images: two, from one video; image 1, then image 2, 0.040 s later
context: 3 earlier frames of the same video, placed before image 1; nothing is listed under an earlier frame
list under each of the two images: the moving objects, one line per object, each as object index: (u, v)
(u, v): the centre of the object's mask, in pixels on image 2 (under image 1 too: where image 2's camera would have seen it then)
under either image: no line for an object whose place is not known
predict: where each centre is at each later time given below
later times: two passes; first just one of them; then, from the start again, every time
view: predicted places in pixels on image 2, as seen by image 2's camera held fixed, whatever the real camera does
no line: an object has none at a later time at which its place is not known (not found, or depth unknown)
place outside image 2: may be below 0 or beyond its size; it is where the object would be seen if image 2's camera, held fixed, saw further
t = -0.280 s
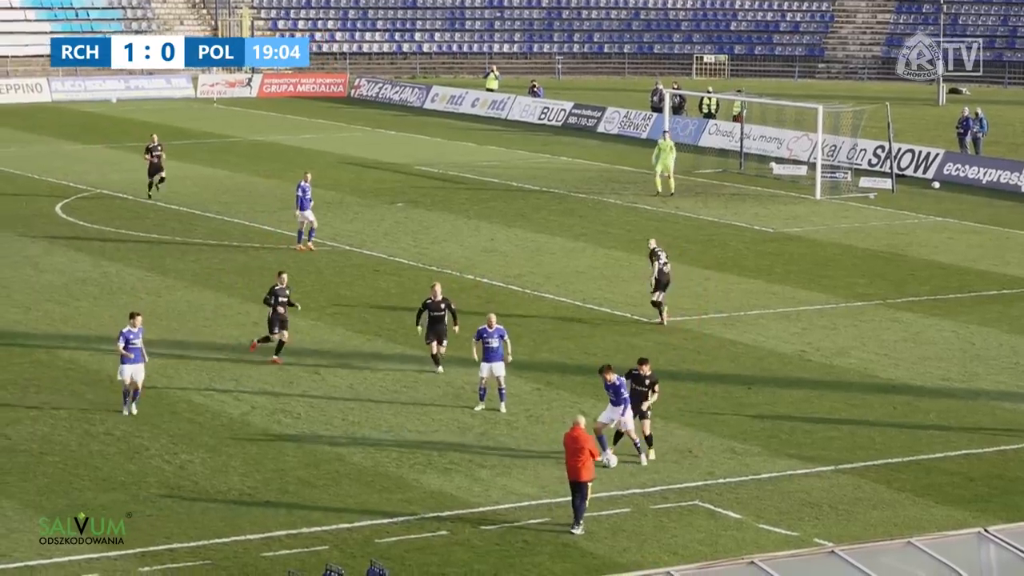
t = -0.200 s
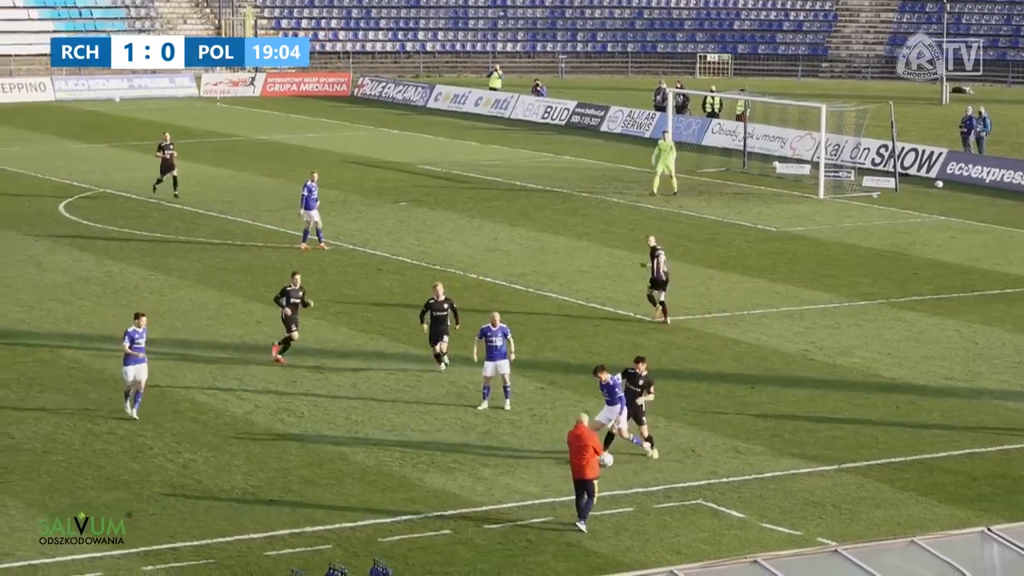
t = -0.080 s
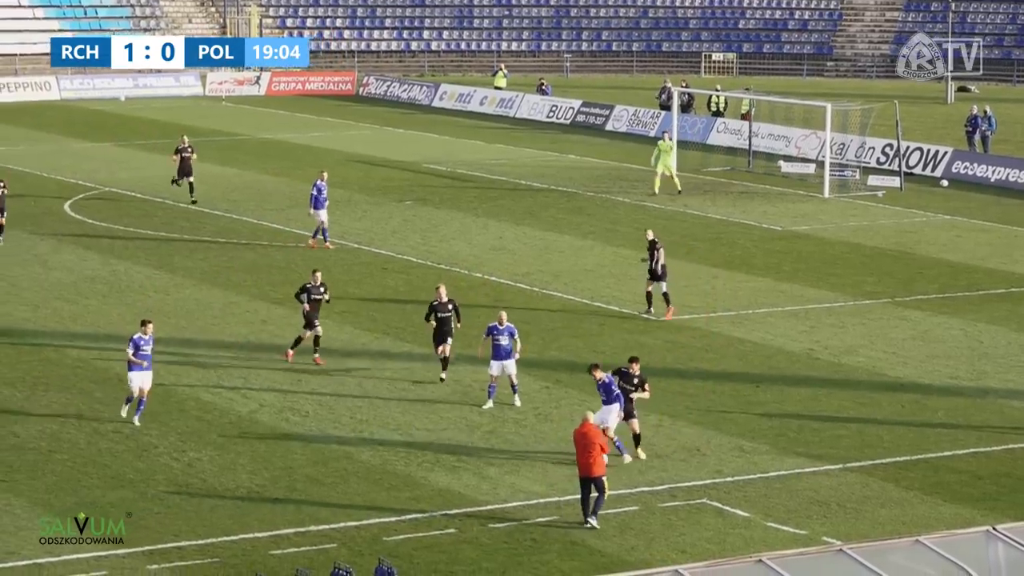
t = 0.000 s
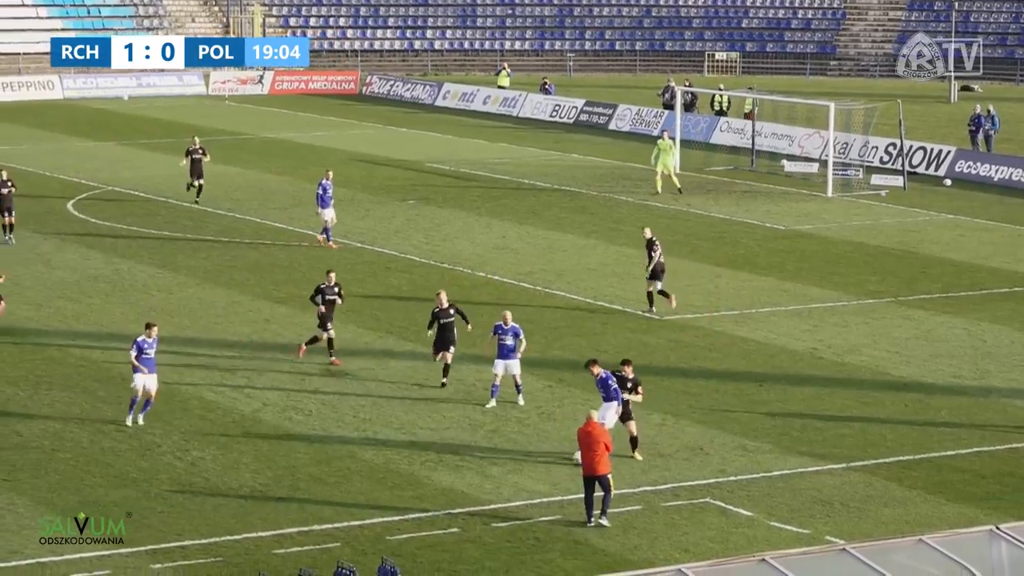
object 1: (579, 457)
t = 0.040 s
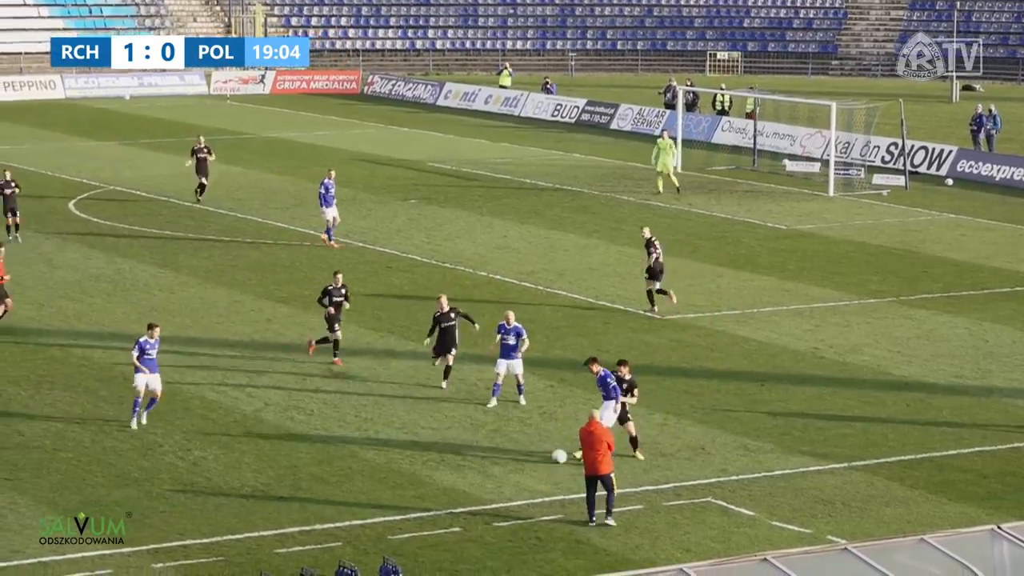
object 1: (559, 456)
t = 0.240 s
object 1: (456, 452)
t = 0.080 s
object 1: (537, 456)
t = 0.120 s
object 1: (515, 455)
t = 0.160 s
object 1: (495, 454)
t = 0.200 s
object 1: (475, 452)
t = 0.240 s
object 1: (456, 452)
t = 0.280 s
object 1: (437, 451)
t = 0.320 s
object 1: (420, 450)
